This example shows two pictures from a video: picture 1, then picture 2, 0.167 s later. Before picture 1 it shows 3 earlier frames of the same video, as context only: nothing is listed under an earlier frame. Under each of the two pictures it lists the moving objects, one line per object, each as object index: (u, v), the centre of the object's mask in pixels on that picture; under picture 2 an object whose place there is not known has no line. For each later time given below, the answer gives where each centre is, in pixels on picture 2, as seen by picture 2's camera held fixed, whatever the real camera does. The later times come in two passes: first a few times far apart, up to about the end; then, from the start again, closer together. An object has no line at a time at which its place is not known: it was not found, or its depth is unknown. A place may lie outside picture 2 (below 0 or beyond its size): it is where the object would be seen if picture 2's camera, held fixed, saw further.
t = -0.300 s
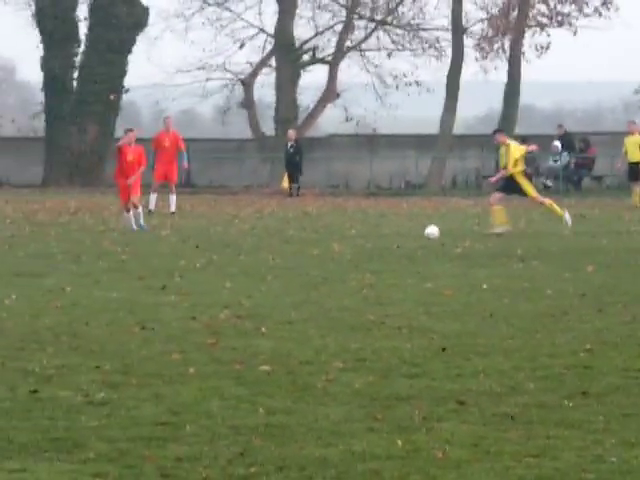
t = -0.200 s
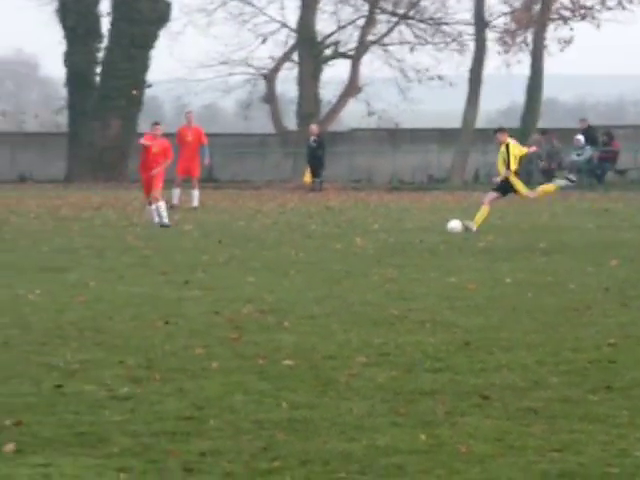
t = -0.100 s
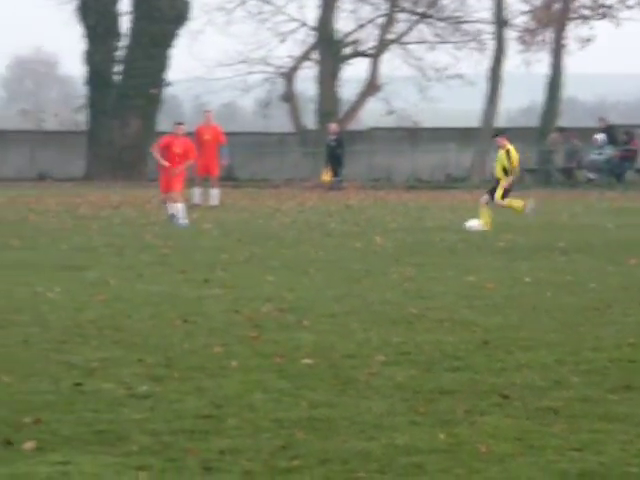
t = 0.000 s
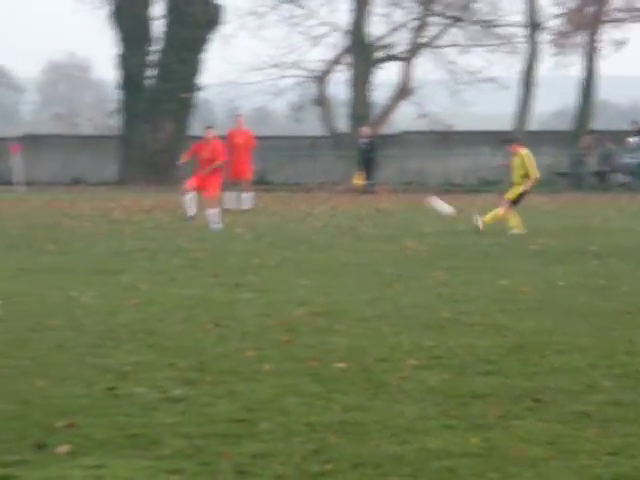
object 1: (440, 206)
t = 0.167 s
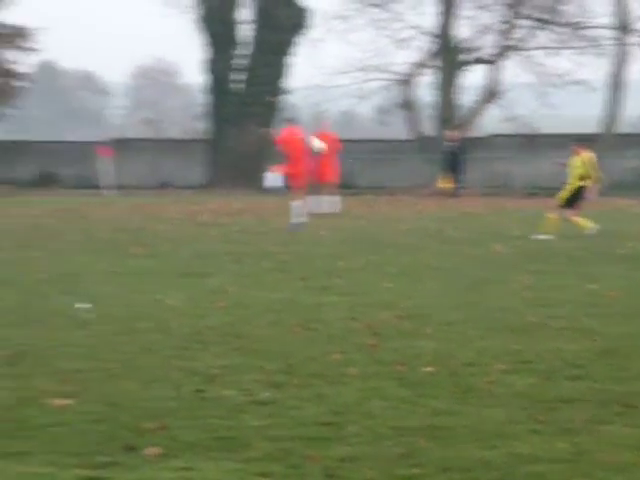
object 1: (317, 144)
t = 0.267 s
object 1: (205, 111)
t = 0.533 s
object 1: (-88, 36)
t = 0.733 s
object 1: (-302, -7)
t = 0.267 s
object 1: (205, 111)
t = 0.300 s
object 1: (167, 100)
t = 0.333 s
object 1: (130, 91)
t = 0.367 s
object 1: (93, 81)
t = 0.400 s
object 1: (57, 72)
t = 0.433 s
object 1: (20, 60)
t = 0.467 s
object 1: (-16, 53)
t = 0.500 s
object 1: (-53, 44)
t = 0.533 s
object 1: (-88, 36)
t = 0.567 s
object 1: (-122, 28)
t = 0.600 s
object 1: (-158, 20)
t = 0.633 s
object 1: (-194, 13)
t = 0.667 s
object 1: (-229, 5)
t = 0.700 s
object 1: (-266, 0)
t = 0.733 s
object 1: (-302, -7)
